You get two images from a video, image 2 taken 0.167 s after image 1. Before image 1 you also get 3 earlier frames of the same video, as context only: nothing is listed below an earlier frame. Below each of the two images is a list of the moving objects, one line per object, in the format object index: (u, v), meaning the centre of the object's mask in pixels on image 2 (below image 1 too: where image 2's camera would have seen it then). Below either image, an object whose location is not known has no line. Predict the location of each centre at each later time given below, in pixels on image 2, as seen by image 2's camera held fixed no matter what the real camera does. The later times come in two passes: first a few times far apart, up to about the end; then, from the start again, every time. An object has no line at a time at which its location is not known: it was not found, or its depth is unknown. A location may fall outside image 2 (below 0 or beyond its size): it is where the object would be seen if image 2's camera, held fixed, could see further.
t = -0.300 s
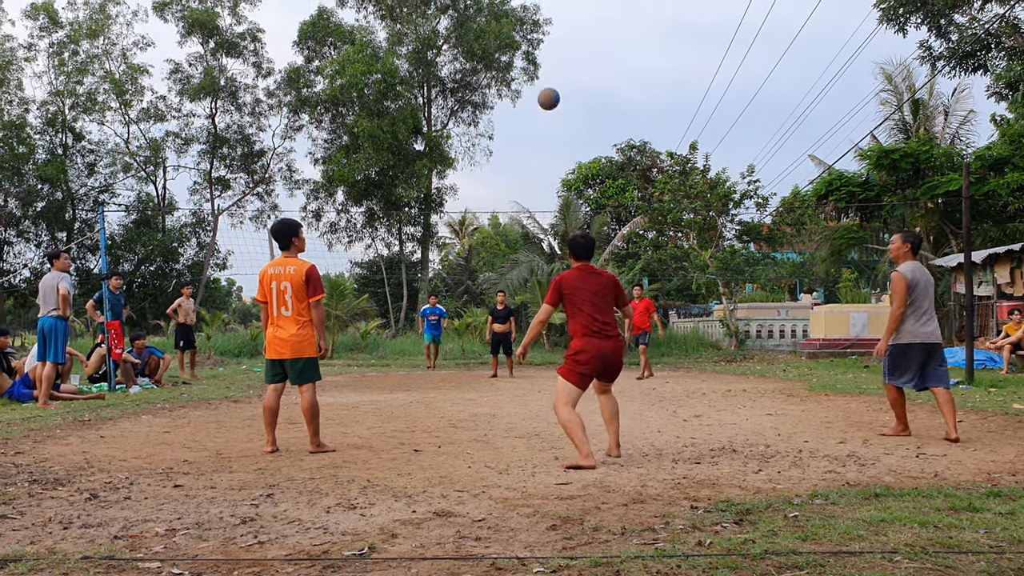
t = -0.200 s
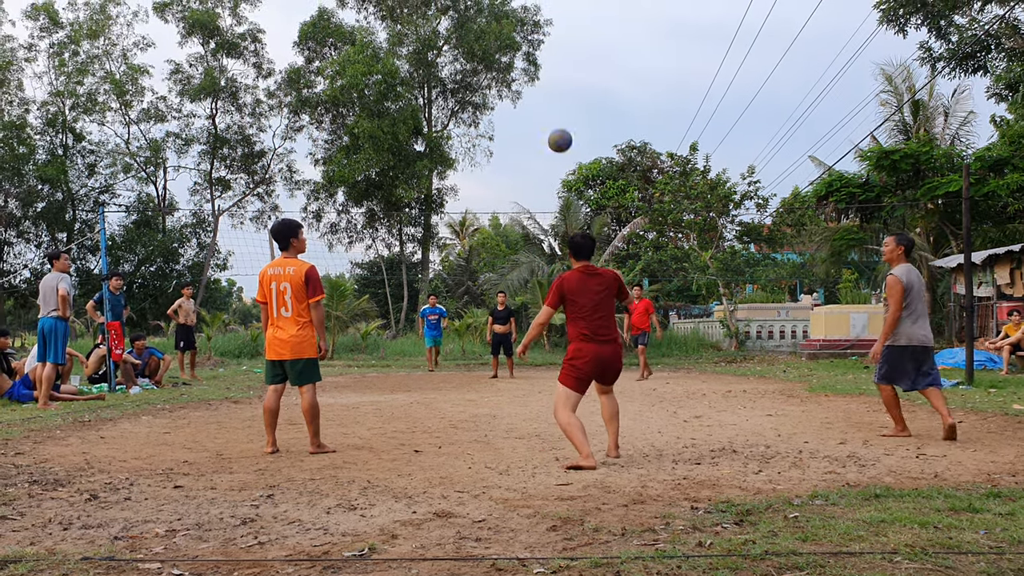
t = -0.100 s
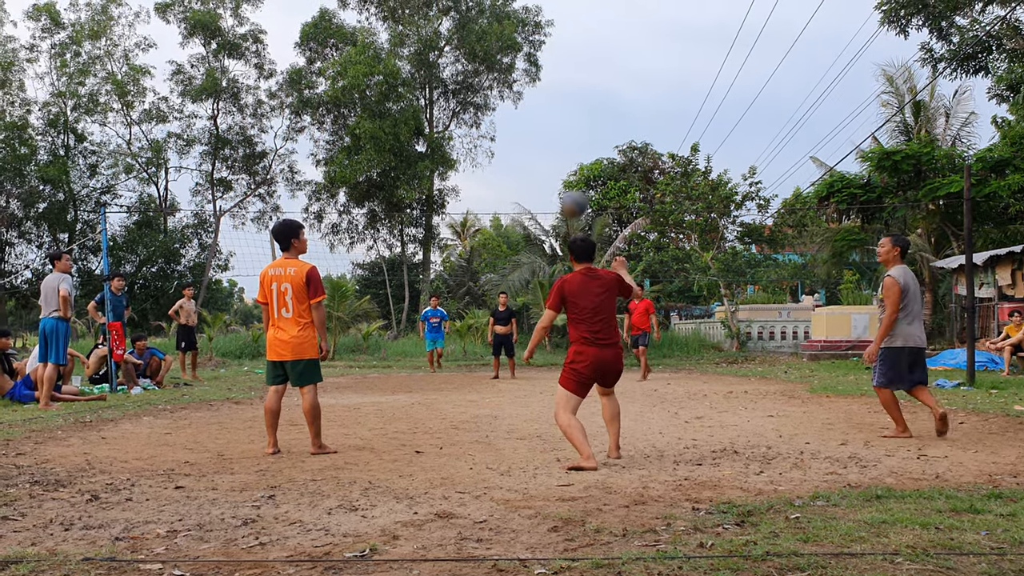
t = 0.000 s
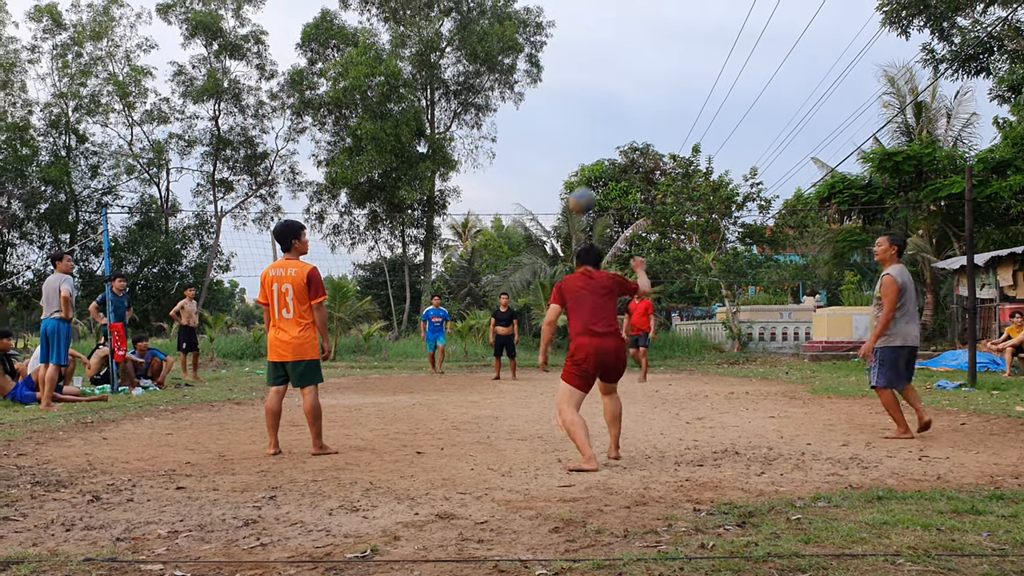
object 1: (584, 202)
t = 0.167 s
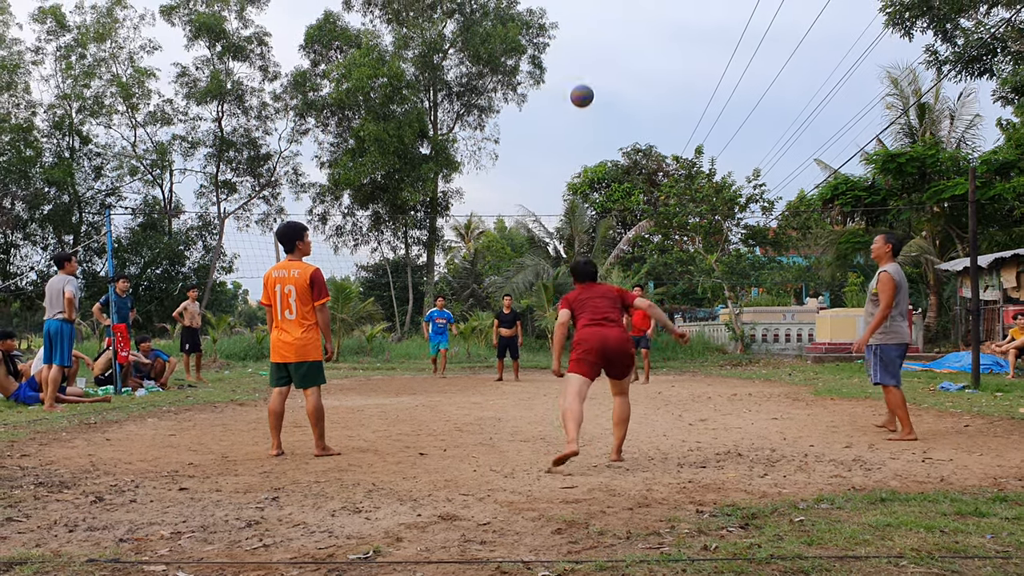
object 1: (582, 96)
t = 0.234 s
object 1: (580, 69)
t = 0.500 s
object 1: (575, 24)
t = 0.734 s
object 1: (571, 38)
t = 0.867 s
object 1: (570, 61)
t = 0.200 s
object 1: (581, 82)
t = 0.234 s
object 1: (580, 69)
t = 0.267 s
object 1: (580, 58)
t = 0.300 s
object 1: (579, 49)
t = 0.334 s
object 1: (578, 42)
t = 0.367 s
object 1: (577, 36)
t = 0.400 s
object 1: (576, 31)
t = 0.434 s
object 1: (576, 27)
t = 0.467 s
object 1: (575, 25)
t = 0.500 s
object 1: (575, 24)
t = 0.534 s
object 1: (574, 23)
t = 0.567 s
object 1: (573, 24)
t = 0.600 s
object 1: (573, 25)
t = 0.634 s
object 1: (572, 27)
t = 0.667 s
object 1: (572, 30)
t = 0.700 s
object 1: (571, 34)
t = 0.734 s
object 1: (571, 38)
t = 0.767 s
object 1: (571, 43)
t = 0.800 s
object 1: (570, 49)
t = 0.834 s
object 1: (570, 55)
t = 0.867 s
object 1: (570, 61)
